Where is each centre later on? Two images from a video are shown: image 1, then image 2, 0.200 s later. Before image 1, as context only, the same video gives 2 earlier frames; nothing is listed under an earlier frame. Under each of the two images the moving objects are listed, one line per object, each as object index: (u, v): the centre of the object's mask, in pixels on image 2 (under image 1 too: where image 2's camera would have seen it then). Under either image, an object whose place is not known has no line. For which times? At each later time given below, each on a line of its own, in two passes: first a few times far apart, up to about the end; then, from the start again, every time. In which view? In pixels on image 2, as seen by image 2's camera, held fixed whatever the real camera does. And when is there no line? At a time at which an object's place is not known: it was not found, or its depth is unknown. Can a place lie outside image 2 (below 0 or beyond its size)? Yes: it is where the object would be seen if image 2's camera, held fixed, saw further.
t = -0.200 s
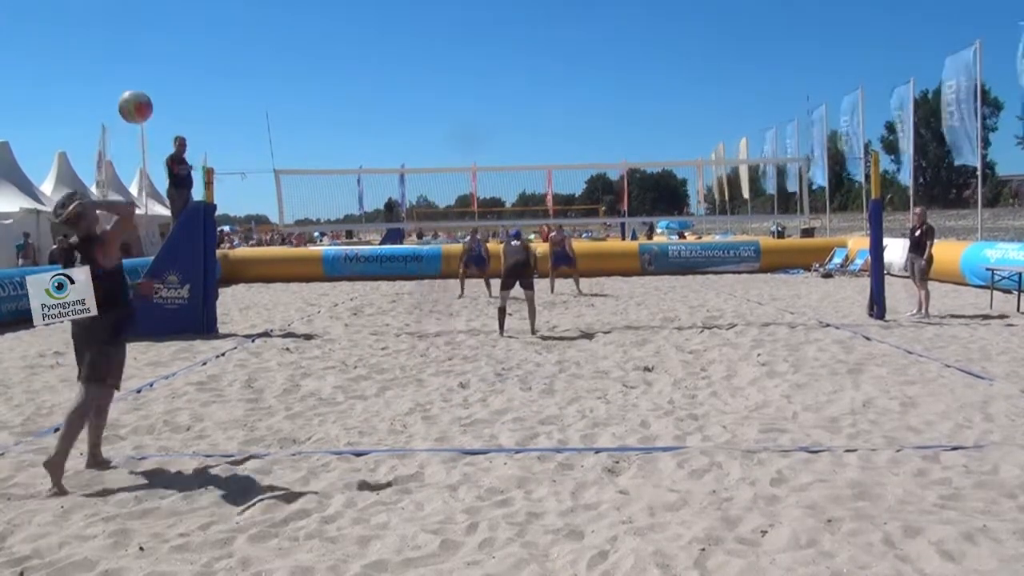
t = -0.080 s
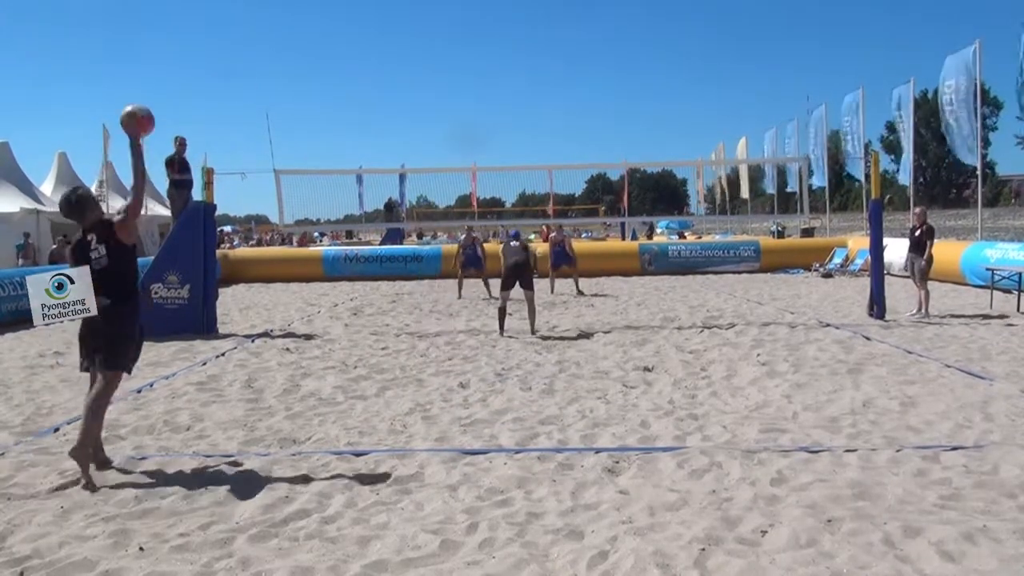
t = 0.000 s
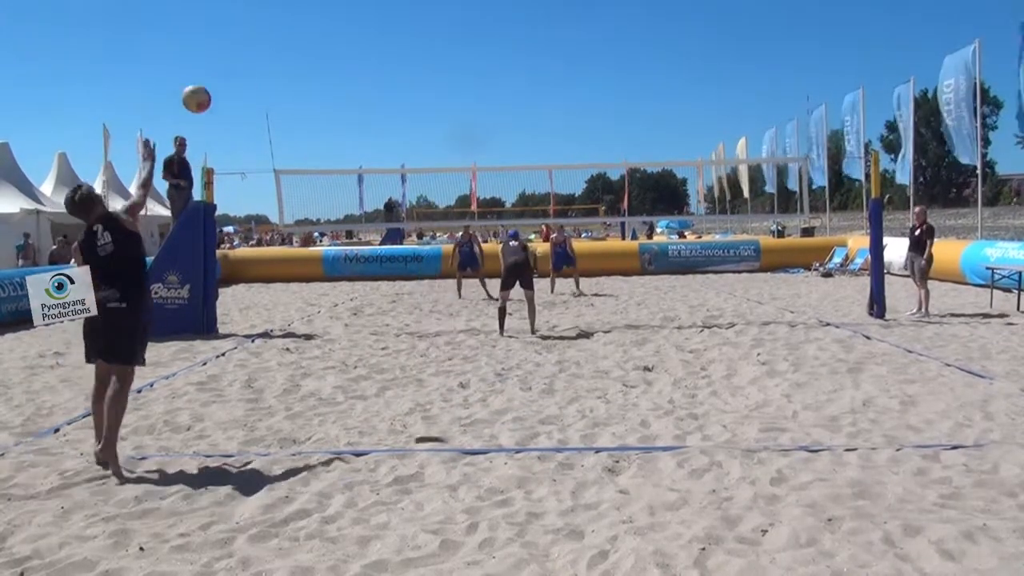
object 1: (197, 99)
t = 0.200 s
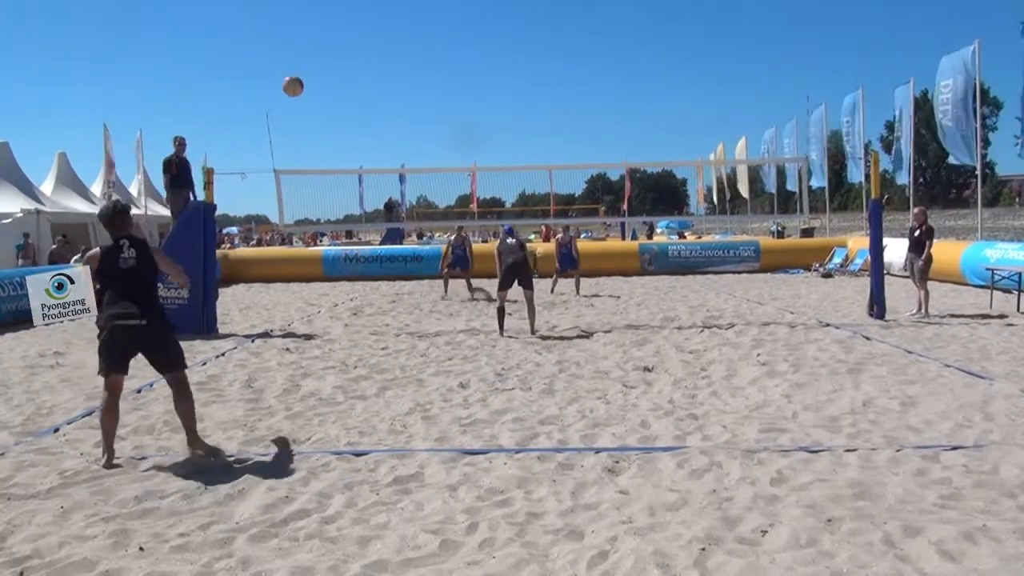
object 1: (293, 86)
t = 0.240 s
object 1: (306, 89)
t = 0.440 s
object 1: (358, 116)
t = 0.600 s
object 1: (386, 150)
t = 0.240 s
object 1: (306, 89)
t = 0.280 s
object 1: (319, 92)
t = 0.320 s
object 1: (329, 97)
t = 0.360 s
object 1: (340, 103)
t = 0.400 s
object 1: (349, 109)
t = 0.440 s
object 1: (358, 116)
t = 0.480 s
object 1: (366, 124)
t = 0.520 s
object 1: (373, 131)
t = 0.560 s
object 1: (380, 140)
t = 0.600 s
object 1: (386, 150)
